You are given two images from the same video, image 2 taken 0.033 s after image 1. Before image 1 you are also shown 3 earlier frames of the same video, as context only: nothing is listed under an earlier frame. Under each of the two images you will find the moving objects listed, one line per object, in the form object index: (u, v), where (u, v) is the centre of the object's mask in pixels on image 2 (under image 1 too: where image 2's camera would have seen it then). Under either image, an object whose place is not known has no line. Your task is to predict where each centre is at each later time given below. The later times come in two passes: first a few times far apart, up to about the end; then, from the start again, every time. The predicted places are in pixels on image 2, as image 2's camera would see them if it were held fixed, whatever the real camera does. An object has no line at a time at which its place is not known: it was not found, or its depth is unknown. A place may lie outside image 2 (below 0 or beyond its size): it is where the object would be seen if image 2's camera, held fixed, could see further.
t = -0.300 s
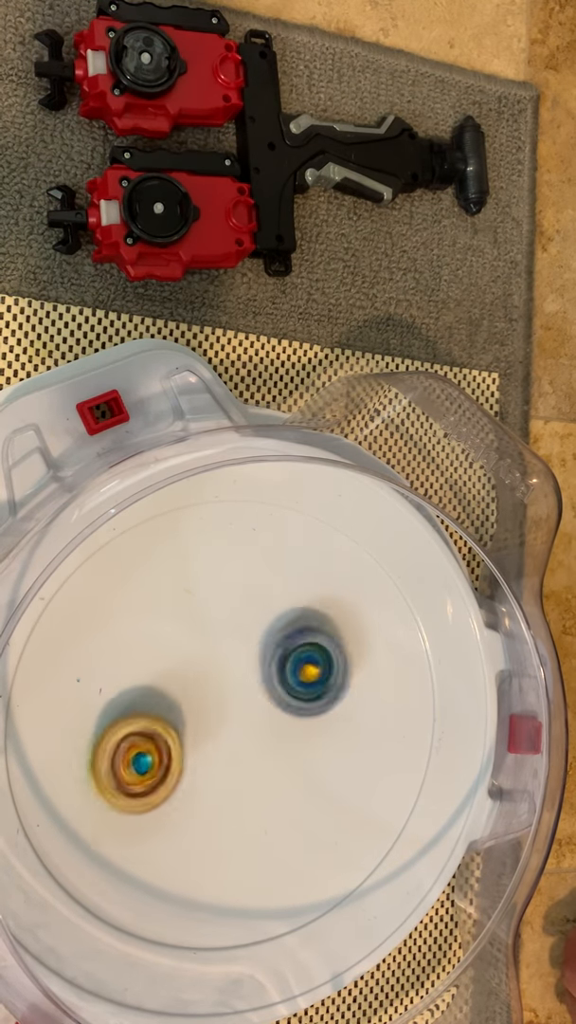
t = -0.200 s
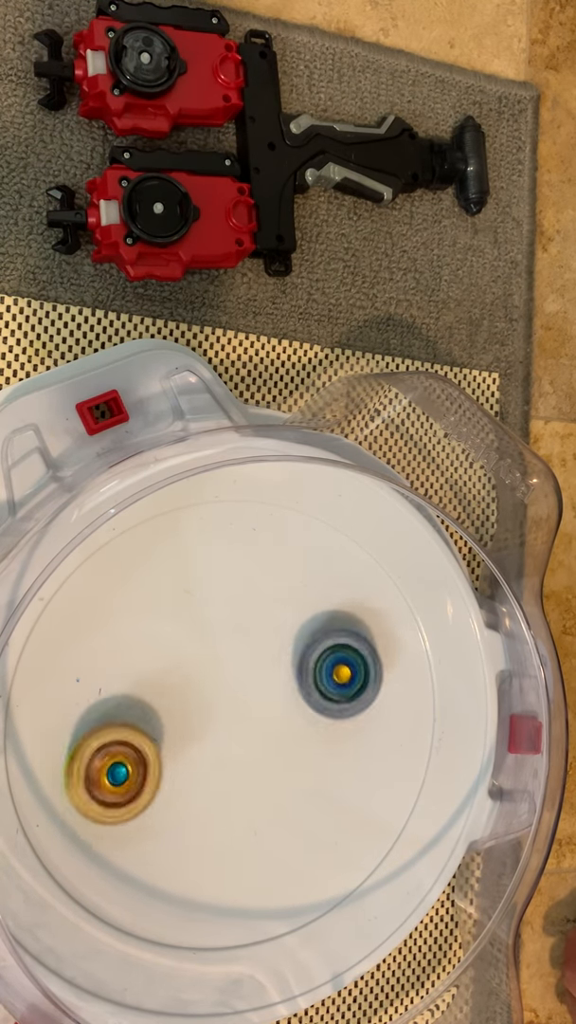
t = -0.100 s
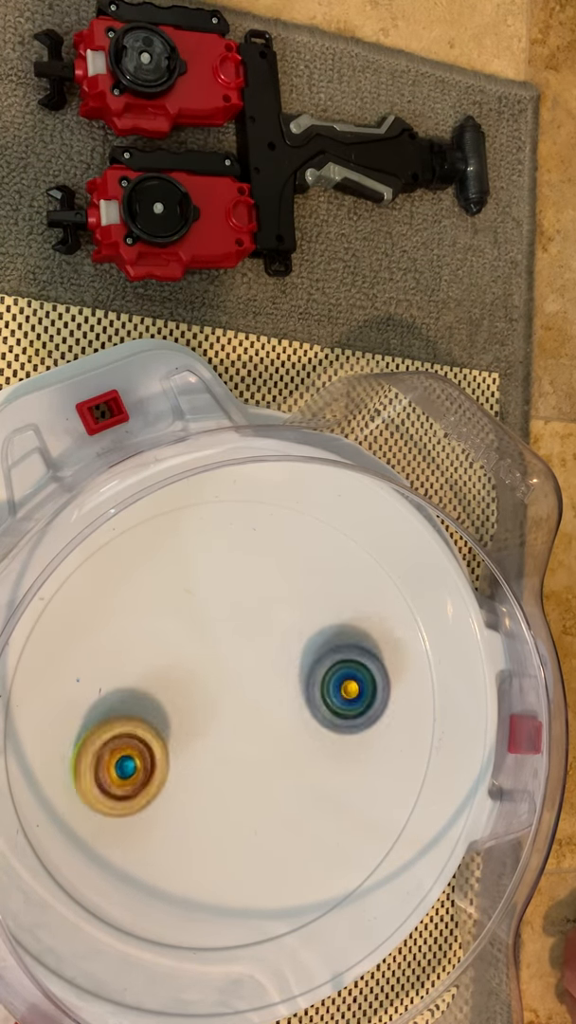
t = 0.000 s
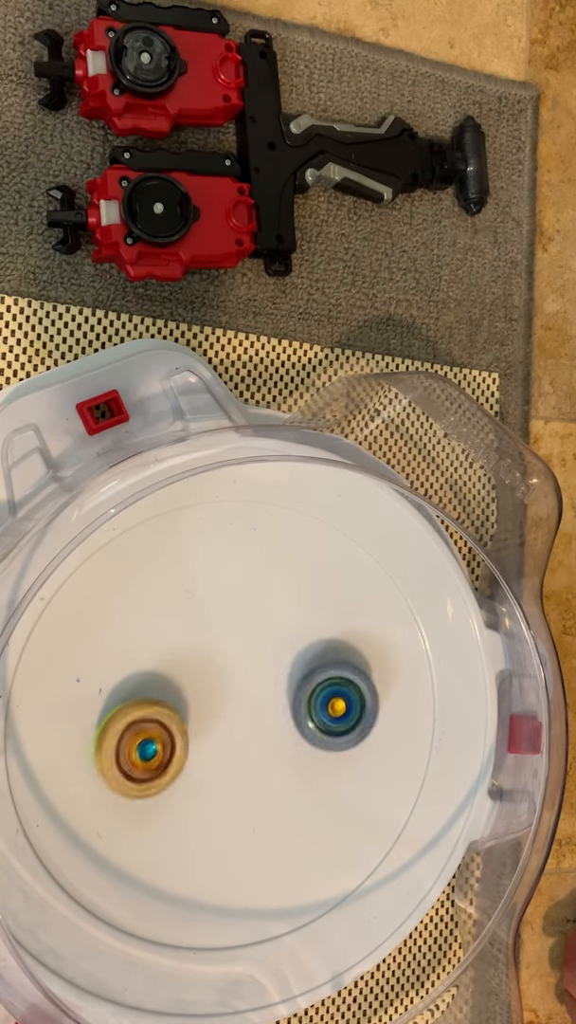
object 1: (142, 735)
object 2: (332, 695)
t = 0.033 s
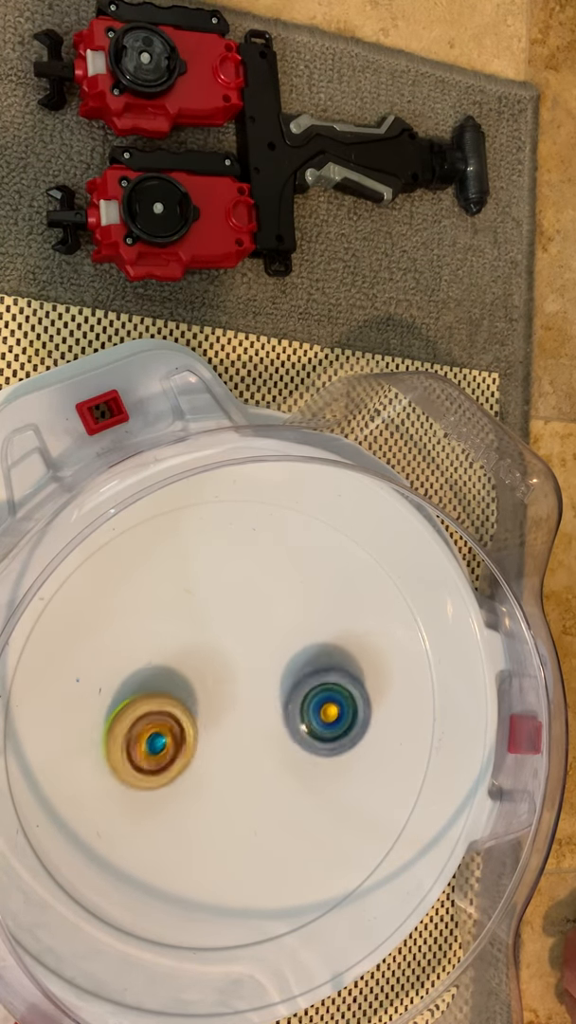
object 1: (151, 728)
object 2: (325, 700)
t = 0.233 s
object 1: (197, 683)
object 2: (290, 715)
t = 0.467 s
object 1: (232, 667)
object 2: (292, 737)
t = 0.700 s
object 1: (260, 670)
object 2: (293, 767)
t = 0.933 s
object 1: (279, 678)
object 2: (277, 791)
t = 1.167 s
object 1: (269, 688)
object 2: (258, 789)
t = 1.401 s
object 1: (268, 649)
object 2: (235, 801)
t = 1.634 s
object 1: (270, 662)
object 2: (234, 769)
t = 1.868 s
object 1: (280, 657)
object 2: (218, 764)
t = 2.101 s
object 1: (288, 664)
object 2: (206, 757)
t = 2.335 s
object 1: (293, 654)
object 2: (190, 769)
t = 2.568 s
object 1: (280, 688)
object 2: (209, 762)
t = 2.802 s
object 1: (314, 682)
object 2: (175, 764)
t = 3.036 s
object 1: (290, 713)
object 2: (200, 742)
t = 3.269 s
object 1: (292, 703)
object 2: (187, 729)
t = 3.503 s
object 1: (289, 702)
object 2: (186, 715)
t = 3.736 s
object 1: (291, 704)
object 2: (186, 710)
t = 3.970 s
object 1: (295, 715)
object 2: (185, 711)
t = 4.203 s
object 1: (297, 732)
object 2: (187, 712)
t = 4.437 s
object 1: (308, 745)
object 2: (182, 703)
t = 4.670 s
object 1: (289, 747)
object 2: (198, 710)
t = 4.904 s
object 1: (281, 732)
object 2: (195, 705)
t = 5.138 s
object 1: (299, 733)
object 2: (177, 699)
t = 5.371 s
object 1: (295, 740)
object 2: (184, 714)
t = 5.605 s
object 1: (340, 754)
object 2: (140, 702)
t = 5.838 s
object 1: (298, 750)
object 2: (172, 714)
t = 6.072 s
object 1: (301, 727)
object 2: (189, 705)
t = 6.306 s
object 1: (306, 707)
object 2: (218, 691)
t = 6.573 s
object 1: (306, 709)
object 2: (220, 679)
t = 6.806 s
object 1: (300, 721)
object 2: (210, 683)
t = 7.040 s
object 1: (310, 729)
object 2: (177, 700)
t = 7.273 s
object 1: (287, 730)
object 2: (195, 726)
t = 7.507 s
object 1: (301, 712)
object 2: (204, 721)
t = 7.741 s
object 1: (314, 713)
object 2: (208, 715)
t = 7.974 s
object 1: (300, 722)
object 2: (209, 703)
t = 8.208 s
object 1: (290, 719)
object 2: (195, 696)
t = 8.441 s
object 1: (283, 707)
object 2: (183, 713)
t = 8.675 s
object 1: (298, 703)
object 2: (193, 727)
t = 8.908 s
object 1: (303, 714)
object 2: (214, 715)
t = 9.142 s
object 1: (299, 721)
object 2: (191, 707)
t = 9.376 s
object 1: (281, 722)
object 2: (183, 724)
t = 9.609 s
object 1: (292, 718)
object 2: (200, 719)
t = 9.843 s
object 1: (296, 725)
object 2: (210, 703)
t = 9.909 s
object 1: (296, 729)
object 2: (208, 700)
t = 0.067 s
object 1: (160, 720)
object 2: (317, 703)
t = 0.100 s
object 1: (170, 713)
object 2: (310, 705)
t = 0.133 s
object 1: (181, 705)
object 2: (301, 707)
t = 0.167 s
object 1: (191, 698)
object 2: (292, 708)
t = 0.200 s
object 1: (200, 691)
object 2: (286, 710)
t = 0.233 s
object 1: (197, 683)
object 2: (290, 715)
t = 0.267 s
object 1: (197, 675)
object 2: (294, 720)
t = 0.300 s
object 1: (198, 670)
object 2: (296, 725)
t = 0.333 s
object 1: (202, 668)
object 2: (296, 729)
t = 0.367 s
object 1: (207, 667)
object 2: (295, 732)
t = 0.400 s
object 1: (215, 667)
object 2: (294, 733)
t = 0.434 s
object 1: (223, 668)
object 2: (293, 735)
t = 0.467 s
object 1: (232, 667)
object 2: (292, 737)
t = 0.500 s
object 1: (235, 661)
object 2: (293, 744)
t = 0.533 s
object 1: (238, 657)
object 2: (294, 749)
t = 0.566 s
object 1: (241, 655)
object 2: (295, 755)
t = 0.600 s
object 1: (244, 657)
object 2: (295, 759)
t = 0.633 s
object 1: (249, 660)
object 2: (294, 762)
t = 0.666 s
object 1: (254, 665)
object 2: (294, 764)
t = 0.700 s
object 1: (260, 670)
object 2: (293, 767)
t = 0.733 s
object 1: (267, 675)
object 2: (292, 771)
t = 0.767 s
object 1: (271, 675)
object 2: (291, 775)
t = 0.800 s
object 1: (274, 676)
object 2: (290, 779)
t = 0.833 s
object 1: (276, 678)
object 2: (287, 782)
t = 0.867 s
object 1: (277, 682)
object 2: (284, 785)
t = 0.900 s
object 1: (279, 683)
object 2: (280, 787)
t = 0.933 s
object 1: (279, 678)
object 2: (277, 791)
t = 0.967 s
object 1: (278, 677)
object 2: (273, 793)
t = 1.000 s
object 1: (276, 677)
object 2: (270, 794)
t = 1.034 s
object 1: (274, 679)
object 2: (267, 793)
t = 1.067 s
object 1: (273, 681)
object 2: (264, 792)
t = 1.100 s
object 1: (271, 685)
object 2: (262, 791)
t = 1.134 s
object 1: (270, 689)
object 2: (260, 789)
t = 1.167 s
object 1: (269, 688)
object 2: (258, 789)
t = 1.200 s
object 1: (269, 688)
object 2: (256, 789)
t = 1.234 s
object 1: (270, 676)
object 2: (252, 792)
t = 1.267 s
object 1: (272, 668)
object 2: (249, 798)
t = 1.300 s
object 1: (272, 659)
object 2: (244, 803)
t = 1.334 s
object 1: (271, 654)
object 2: (240, 804)
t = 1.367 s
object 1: (269, 650)
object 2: (237, 803)
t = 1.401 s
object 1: (268, 649)
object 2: (235, 801)
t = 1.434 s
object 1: (269, 649)
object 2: (233, 798)
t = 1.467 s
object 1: (268, 649)
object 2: (233, 794)
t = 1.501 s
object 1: (268, 651)
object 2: (232, 788)
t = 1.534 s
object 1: (268, 653)
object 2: (232, 784)
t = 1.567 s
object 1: (270, 656)
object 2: (233, 779)
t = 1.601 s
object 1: (270, 658)
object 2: (233, 773)
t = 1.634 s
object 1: (270, 662)
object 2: (234, 769)
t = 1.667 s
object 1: (270, 667)
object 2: (234, 765)
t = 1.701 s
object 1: (272, 668)
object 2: (233, 763)
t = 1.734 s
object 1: (277, 663)
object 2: (230, 764)
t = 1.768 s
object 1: (279, 659)
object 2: (227, 765)
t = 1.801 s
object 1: (281, 657)
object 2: (224, 766)
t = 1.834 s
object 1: (281, 656)
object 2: (221, 766)
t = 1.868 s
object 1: (280, 657)
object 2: (218, 764)
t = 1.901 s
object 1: (280, 659)
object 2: (217, 761)
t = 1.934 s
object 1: (280, 662)
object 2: (215, 758)
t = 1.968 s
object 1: (280, 664)
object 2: (215, 755)
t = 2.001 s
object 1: (279, 668)
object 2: (215, 752)
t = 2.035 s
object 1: (278, 672)
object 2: (214, 750)
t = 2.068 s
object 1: (280, 673)
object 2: (213, 748)
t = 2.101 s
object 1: (288, 664)
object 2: (206, 757)
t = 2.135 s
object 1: (294, 656)
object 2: (199, 763)
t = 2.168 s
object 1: (296, 652)
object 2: (194, 767)
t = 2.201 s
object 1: (297, 648)
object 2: (190, 769)
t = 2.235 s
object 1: (297, 647)
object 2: (188, 771)
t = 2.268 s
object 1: (295, 649)
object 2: (187, 770)
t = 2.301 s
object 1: (294, 652)
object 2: (189, 769)
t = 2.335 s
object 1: (293, 654)
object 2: (190, 769)
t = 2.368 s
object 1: (291, 658)
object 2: (193, 769)
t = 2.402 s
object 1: (289, 663)
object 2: (195, 768)
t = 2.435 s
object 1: (287, 669)
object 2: (198, 766)
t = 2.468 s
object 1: (285, 673)
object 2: (201, 765)
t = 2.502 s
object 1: (281, 679)
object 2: (206, 763)
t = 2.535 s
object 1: (278, 685)
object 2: (209, 762)
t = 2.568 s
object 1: (280, 688)
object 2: (209, 762)
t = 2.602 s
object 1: (292, 684)
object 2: (198, 767)
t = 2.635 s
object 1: (303, 682)
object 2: (189, 772)
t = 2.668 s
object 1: (310, 679)
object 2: (182, 773)
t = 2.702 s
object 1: (314, 679)
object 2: (177, 772)
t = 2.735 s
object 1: (314, 679)
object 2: (174, 771)
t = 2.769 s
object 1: (315, 680)
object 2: (174, 767)
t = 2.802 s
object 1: (314, 682)
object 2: (175, 764)
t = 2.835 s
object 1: (312, 686)
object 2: (177, 761)
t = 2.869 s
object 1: (309, 689)
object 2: (180, 759)
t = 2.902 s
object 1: (306, 694)
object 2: (183, 756)
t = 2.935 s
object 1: (303, 699)
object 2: (187, 753)
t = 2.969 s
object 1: (298, 703)
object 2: (191, 749)
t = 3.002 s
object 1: (294, 708)
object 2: (196, 746)
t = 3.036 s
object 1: (290, 713)
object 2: (200, 742)
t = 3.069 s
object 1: (291, 714)
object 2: (200, 741)
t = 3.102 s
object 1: (295, 712)
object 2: (192, 742)
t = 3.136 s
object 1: (299, 710)
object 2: (188, 740)
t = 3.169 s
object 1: (300, 707)
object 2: (186, 738)
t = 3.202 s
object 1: (297, 705)
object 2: (186, 736)
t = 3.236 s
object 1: (295, 704)
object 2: (186, 733)
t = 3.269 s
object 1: (292, 703)
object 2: (187, 729)
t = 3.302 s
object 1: (286, 704)
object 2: (190, 727)
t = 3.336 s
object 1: (283, 705)
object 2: (193, 724)
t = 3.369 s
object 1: (285, 705)
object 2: (189, 724)
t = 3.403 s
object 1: (288, 704)
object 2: (186, 722)
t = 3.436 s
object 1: (289, 703)
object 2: (185, 719)
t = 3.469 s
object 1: (289, 702)
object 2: (185, 717)
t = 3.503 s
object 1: (289, 702)
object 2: (186, 715)
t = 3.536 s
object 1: (287, 702)
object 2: (188, 714)
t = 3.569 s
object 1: (285, 702)
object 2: (191, 712)
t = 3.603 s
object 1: (284, 703)
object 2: (194, 712)
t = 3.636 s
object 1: (284, 704)
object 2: (193, 712)
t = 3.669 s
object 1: (287, 705)
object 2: (189, 712)
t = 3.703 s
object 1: (290, 705)
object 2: (187, 711)
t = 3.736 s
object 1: (291, 704)
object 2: (186, 710)
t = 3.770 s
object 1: (291, 706)
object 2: (187, 709)
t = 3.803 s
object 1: (290, 706)
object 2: (189, 708)
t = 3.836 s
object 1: (287, 708)
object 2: (191, 708)
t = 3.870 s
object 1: (286, 710)
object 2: (195, 708)
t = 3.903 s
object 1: (289, 712)
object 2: (191, 710)
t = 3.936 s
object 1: (293, 715)
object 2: (187, 712)
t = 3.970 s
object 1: (295, 715)
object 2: (185, 711)
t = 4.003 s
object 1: (295, 717)
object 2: (186, 710)
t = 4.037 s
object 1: (296, 718)
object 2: (188, 710)
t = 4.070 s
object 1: (294, 719)
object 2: (190, 711)
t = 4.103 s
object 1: (292, 722)
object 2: (193, 711)
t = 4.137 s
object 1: (289, 724)
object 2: (197, 712)
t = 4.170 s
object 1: (288, 727)
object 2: (199, 713)
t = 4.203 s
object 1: (297, 732)
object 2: (187, 712)
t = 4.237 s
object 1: (306, 736)
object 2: (180, 711)
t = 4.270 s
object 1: (311, 737)
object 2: (175, 709)
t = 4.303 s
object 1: (313, 739)
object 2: (174, 706)
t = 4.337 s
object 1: (314, 740)
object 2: (174, 704)
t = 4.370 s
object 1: (313, 742)
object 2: (175, 703)
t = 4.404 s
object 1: (311, 744)
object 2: (178, 702)
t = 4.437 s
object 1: (308, 745)
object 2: (182, 703)
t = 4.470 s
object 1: (305, 746)
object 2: (188, 704)
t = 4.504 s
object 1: (301, 747)
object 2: (192, 706)
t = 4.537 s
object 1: (295, 747)
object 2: (197, 708)
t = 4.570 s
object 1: (290, 747)
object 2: (202, 710)
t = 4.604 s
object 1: (288, 748)
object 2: (202, 712)
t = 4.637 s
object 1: (290, 747)
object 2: (199, 711)
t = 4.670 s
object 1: (289, 747)
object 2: (198, 710)
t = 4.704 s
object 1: (289, 745)
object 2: (197, 710)
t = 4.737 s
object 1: (285, 742)
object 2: (199, 708)
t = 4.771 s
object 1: (283, 740)
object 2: (197, 707)
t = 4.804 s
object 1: (284, 737)
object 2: (195, 706)
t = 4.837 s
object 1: (283, 736)
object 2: (195, 705)
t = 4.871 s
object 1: (283, 734)
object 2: (194, 704)
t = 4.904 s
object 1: (281, 732)
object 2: (195, 705)
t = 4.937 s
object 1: (282, 731)
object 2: (192, 704)
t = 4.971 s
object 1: (289, 732)
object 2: (185, 701)
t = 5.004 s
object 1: (293, 733)
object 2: (181, 700)
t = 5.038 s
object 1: (297, 733)
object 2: (179, 699)
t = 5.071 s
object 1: (299, 732)
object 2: (177, 698)
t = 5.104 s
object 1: (299, 733)
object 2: (177, 698)
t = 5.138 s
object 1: (299, 733)
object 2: (177, 699)
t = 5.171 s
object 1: (298, 734)
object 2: (178, 700)
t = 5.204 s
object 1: (296, 735)
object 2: (182, 704)
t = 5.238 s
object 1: (294, 736)
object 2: (185, 706)
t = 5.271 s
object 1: (291, 735)
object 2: (189, 710)
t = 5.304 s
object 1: (287, 736)
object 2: (193, 713)
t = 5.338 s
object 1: (284, 735)
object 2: (196, 715)
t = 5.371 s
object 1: (295, 740)
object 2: (184, 714)
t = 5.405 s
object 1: (312, 744)
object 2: (169, 711)
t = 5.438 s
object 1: (324, 747)
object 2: (157, 707)
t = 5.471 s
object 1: (333, 749)
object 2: (148, 704)
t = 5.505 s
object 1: (338, 750)
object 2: (144, 702)
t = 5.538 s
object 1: (341, 751)
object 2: (142, 701)
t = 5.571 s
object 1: (342, 752)
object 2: (140, 701)
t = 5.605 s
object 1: (340, 754)
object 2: (140, 702)
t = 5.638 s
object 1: (337, 754)
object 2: (141, 703)
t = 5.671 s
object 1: (333, 755)
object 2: (144, 705)
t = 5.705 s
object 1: (328, 754)
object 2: (147, 706)
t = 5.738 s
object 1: (321, 755)
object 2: (151, 708)
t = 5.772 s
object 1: (314, 753)
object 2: (157, 710)
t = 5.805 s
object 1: (306, 753)
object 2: (164, 713)
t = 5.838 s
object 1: (298, 750)
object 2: (172, 714)
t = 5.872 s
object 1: (289, 747)
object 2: (180, 715)
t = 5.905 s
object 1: (281, 743)
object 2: (188, 716)
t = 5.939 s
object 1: (280, 739)
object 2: (192, 716)
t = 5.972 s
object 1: (289, 738)
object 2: (186, 713)
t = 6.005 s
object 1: (295, 735)
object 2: (185, 711)
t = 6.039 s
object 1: (300, 732)
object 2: (186, 708)
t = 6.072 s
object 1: (301, 727)
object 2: (189, 705)
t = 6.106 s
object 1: (304, 723)
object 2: (191, 702)
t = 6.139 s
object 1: (305, 718)
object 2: (196, 700)
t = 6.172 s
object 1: (305, 715)
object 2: (200, 699)
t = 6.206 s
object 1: (305, 712)
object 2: (205, 696)
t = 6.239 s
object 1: (305, 710)
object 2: (210, 695)
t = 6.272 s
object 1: (306, 707)
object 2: (214, 693)
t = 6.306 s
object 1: (306, 707)
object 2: (218, 691)
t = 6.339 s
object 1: (308, 706)
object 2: (218, 690)
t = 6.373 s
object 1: (309, 707)
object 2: (219, 687)
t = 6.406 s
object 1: (310, 705)
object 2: (221, 686)
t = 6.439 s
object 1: (310, 704)
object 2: (222, 683)
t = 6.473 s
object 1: (310, 704)
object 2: (222, 683)
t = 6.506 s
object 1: (308, 705)
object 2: (221, 681)
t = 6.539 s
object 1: (308, 707)
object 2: (221, 680)
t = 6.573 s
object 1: (306, 709)
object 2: (220, 679)
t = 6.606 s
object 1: (306, 709)
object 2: (221, 678)
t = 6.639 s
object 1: (306, 712)
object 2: (218, 678)
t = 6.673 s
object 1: (307, 714)
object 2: (214, 677)
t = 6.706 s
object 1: (306, 716)
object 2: (212, 677)
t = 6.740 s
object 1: (306, 718)
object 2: (211, 678)
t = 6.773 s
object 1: (303, 719)
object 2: (211, 679)
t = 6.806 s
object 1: (300, 721)
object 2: (210, 683)
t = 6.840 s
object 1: (295, 722)
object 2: (211, 685)
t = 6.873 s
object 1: (294, 724)
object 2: (208, 688)
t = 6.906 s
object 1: (301, 726)
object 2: (196, 690)
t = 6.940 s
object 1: (307, 729)
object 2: (186, 692)
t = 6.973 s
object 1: (309, 729)
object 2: (181, 694)
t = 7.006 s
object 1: (310, 730)
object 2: (178, 697)
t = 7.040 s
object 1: (310, 729)
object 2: (177, 700)
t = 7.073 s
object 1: (308, 730)
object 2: (177, 704)
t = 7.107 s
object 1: (306, 730)
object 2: (178, 709)
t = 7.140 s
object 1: (302, 731)
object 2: (181, 713)
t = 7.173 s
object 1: (298, 731)
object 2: (184, 717)
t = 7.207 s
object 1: (293, 731)
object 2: (188, 721)
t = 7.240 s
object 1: (289, 731)
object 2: (192, 723)
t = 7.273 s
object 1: (287, 730)
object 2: (195, 726)
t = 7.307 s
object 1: (287, 729)
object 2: (197, 728)
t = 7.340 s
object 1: (290, 726)
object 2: (197, 728)
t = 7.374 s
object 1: (294, 723)
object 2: (196, 727)
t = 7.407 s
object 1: (296, 720)
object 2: (197, 726)
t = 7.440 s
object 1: (296, 717)
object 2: (201, 724)
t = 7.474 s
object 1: (296, 714)
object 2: (206, 722)
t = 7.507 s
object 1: (301, 712)
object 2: (204, 721)
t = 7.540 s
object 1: (307, 710)
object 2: (202, 720)
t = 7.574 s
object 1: (311, 709)
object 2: (202, 719)
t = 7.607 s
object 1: (313, 708)
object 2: (203, 718)
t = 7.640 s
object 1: (314, 709)
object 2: (203, 717)
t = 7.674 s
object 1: (315, 710)
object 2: (204, 716)
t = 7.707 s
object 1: (314, 712)
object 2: (206, 716)
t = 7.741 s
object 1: (314, 713)
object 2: (208, 715)
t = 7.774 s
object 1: (311, 715)
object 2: (210, 714)
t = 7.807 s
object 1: (310, 717)
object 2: (212, 713)
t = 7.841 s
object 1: (306, 719)
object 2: (214, 713)
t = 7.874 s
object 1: (304, 720)
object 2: (215, 711)
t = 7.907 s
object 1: (302, 721)
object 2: (213, 709)
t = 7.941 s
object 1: (301, 722)
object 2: (213, 706)
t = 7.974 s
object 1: (300, 722)
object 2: (209, 703)
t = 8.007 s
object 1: (299, 723)
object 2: (207, 701)
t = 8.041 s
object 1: (296, 721)
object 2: (206, 699)
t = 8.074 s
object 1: (294, 721)
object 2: (206, 698)
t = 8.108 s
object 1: (291, 721)
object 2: (204, 698)
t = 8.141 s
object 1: (290, 721)
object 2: (202, 697)
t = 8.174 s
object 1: (289, 720)
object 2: (199, 697)
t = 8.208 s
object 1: (290, 719)
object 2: (195, 696)
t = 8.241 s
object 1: (289, 717)
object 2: (193, 697)
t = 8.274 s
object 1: (288, 715)
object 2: (191, 698)
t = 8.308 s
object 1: (285, 713)
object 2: (189, 701)
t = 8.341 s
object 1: (283, 712)
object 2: (189, 704)
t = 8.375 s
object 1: (280, 710)
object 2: (189, 707)
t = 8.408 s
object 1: (282, 709)
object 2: (185, 711)
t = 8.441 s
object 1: (283, 707)
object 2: (183, 713)
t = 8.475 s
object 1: (284, 706)
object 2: (184, 715)
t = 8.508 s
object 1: (285, 705)
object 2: (186, 718)
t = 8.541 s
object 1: (284, 705)
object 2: (190, 720)
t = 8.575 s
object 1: (284, 705)
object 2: (194, 721)
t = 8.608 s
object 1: (288, 705)
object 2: (194, 724)
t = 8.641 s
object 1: (294, 704)
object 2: (192, 726)
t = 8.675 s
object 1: (298, 703)
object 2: (193, 727)
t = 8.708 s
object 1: (300, 702)
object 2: (196, 727)
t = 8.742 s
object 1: (302, 704)
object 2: (199, 725)
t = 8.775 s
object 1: (302, 706)
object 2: (203, 723)
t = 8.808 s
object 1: (302, 709)
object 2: (207, 721)
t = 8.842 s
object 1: (302, 710)
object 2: (212, 719)
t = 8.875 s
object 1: (303, 712)
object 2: (213, 717)
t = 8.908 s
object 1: (303, 714)
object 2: (214, 715)
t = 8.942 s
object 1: (303, 716)
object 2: (214, 712)
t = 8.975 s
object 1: (302, 716)
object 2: (212, 711)
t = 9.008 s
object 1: (300, 717)
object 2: (211, 709)
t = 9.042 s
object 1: (302, 719)
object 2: (202, 709)
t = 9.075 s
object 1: (302, 721)
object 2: (197, 707)
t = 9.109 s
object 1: (300, 721)
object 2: (194, 706)
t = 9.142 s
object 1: (299, 721)
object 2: (191, 707)
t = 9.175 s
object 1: (296, 723)
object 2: (189, 708)
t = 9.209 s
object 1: (293, 722)
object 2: (186, 712)
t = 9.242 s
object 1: (287, 723)
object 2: (185, 714)
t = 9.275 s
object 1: (283, 722)
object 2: (185, 717)
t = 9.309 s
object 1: (278, 723)
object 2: (187, 720)
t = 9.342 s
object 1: (276, 722)
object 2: (187, 723)
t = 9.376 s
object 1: (281, 722)
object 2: (183, 724)
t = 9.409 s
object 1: (285, 721)
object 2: (180, 724)
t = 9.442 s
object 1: (287, 721)
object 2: (182, 724)
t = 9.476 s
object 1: (287, 719)
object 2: (187, 723)
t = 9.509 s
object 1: (288, 718)
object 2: (192, 722)
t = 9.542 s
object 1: (288, 718)
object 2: (197, 722)
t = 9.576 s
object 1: (289, 717)
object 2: (199, 721)
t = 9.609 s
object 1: (292, 718)
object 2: (200, 719)
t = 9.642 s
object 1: (295, 718)
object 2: (199, 718)
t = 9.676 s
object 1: (296, 717)
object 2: (202, 717)
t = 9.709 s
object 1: (297, 717)
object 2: (205, 714)
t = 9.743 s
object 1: (299, 719)
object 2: (208, 711)
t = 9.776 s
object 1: (298, 720)
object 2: (208, 708)
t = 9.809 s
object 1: (298, 722)
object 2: (211, 705)
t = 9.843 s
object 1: (296, 725)
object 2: (210, 703)
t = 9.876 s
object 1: (296, 727)
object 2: (211, 702)
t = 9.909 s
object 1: (296, 729)
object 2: (208, 700)
